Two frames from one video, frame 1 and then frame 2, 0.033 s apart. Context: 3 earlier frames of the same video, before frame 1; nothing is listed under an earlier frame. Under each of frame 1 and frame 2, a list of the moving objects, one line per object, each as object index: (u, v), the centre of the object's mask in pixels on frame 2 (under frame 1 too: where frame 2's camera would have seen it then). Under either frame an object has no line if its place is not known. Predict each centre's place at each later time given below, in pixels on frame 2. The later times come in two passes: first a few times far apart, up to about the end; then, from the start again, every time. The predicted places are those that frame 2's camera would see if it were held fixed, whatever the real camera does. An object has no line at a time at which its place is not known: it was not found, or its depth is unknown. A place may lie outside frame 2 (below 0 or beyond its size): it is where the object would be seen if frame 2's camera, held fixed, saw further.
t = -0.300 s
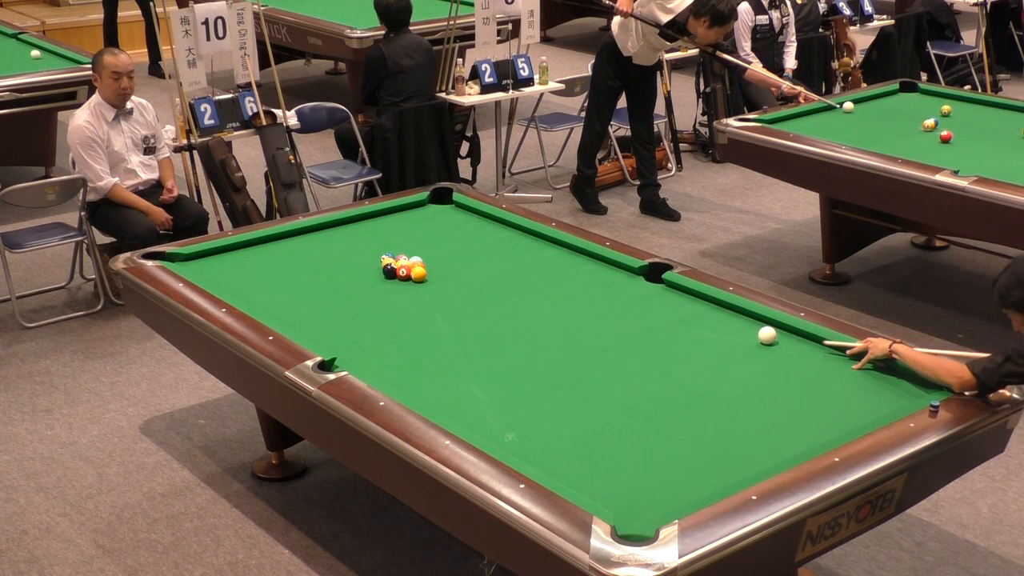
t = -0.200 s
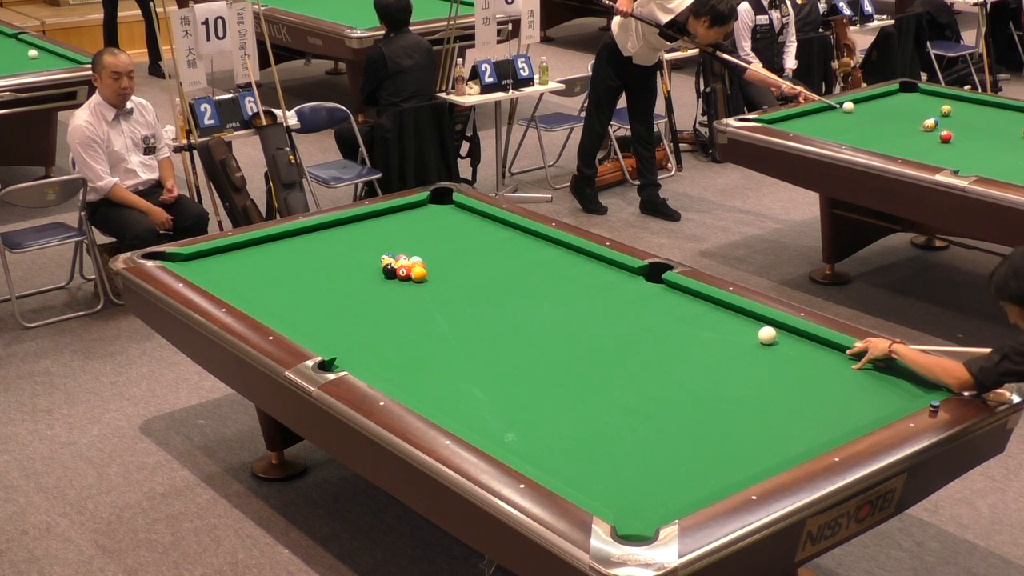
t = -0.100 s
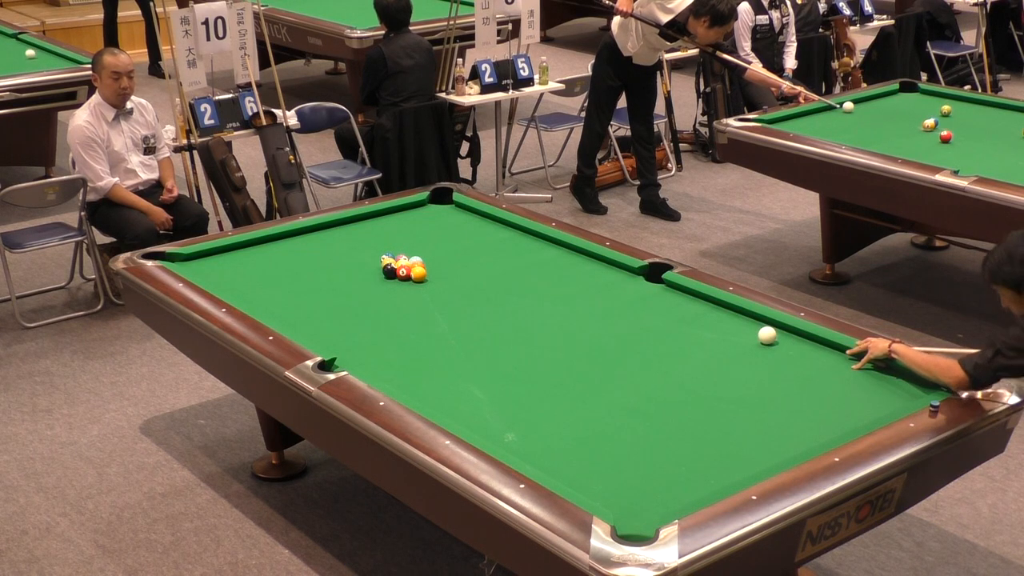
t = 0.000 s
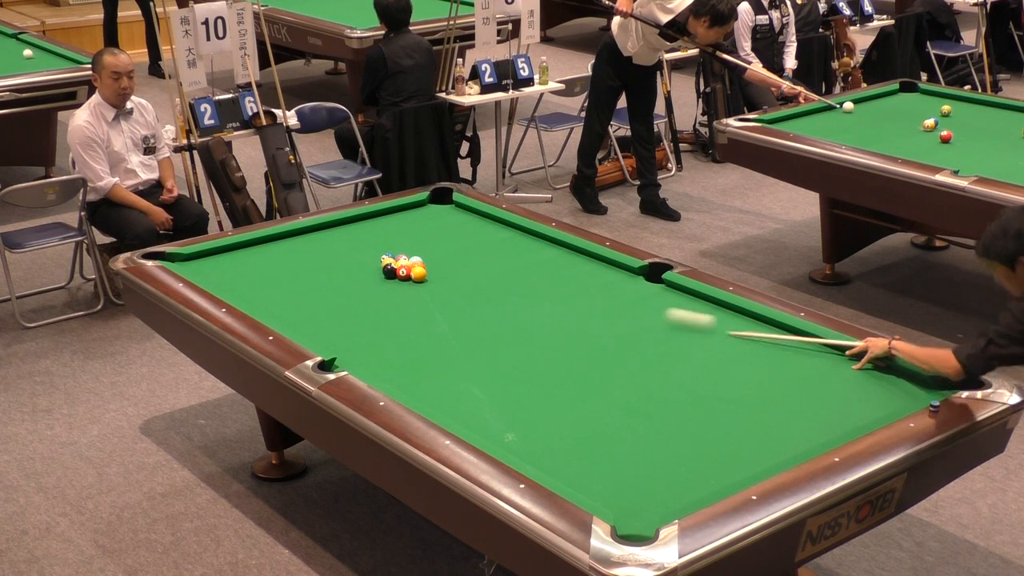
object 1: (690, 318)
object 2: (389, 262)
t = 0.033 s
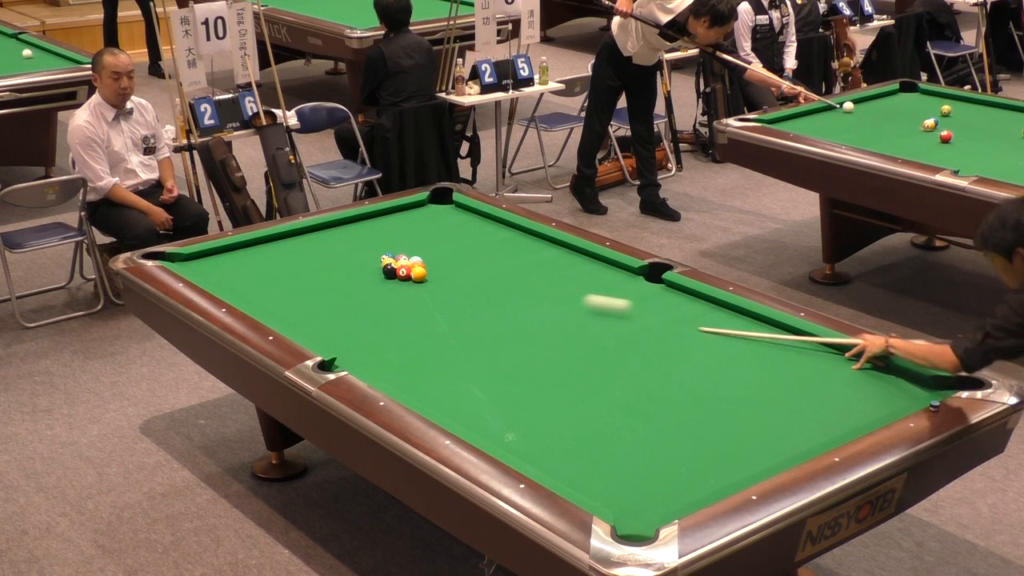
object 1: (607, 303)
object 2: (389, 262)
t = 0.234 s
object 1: (455, 265)
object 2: (372, 261)
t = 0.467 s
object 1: (487, 265)
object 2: (346, 254)
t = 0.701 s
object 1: (509, 258)
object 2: (322, 247)
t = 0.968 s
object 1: (531, 251)
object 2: (296, 240)
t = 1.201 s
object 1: (549, 245)
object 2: (282, 238)
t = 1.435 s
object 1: (553, 246)
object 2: (285, 242)
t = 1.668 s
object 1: (549, 249)
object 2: (290, 247)
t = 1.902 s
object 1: (545, 253)
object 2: (293, 251)
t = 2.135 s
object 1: (541, 255)
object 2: (297, 255)
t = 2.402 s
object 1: (537, 259)
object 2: (300, 260)
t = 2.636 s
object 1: (534, 261)
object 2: (303, 263)
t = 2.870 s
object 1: (532, 263)
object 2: (306, 266)
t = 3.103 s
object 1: (529, 265)
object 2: (308, 269)
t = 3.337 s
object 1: (528, 266)
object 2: (310, 271)
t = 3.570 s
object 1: (527, 267)
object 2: (312, 273)
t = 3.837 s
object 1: (526, 268)
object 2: (313, 275)
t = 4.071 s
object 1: (526, 268)
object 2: (314, 276)
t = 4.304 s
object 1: (526, 267)
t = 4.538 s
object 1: (526, 267)
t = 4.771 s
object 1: (526, 267)
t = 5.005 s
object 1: (526, 267)
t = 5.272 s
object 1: (526, 267)
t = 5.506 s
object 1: (526, 267)
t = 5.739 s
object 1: (526, 267)
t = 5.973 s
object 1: (526, 267)
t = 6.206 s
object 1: (526, 267)
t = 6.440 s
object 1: (526, 267)
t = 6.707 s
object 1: (526, 267)
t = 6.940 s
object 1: (526, 267)
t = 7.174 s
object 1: (526, 267)
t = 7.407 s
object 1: (526, 267)
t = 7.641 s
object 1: (526, 267)
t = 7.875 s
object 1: (526, 267)
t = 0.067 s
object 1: (529, 292)
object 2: (389, 262)
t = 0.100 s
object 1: (456, 278)
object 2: (389, 262)
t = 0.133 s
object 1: (435, 269)
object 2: (386, 264)
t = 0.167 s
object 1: (442, 265)
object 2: (381, 263)
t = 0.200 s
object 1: (448, 264)
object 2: (376, 262)
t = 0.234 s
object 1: (455, 265)
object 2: (372, 261)
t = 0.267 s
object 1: (462, 270)
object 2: (368, 260)
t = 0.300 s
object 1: (467, 268)
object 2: (364, 259)
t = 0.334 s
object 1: (472, 267)
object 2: (361, 258)
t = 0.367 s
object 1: (477, 268)
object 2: (357, 256)
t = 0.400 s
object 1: (481, 266)
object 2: (353, 255)
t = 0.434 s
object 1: (484, 266)
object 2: (350, 255)
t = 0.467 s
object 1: (487, 265)
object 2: (346, 254)
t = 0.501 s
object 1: (490, 264)
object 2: (343, 253)
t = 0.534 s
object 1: (493, 263)
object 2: (339, 252)
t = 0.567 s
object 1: (496, 262)
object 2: (335, 251)
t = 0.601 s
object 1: (500, 261)
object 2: (332, 250)
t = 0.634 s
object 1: (502, 260)
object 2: (329, 249)
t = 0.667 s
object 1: (505, 259)
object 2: (325, 248)
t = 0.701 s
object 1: (509, 258)
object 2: (322, 247)
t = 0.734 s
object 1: (511, 257)
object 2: (318, 246)
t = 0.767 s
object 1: (514, 256)
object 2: (315, 245)
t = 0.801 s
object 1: (517, 255)
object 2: (312, 244)
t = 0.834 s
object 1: (520, 255)
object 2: (309, 243)
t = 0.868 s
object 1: (523, 253)
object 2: (305, 242)
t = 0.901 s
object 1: (526, 253)
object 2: (302, 242)
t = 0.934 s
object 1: (528, 252)
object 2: (299, 241)
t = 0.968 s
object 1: (531, 251)
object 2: (296, 240)
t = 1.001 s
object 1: (534, 250)
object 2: (293, 239)
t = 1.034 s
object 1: (536, 249)
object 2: (289, 238)
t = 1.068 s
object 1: (539, 248)
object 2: (286, 238)
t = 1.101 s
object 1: (542, 248)
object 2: (284, 237)
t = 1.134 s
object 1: (544, 247)
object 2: (281, 236)
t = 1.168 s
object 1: (547, 246)
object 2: (281, 237)
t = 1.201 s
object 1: (549, 245)
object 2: (282, 238)
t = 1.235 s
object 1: (552, 245)
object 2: (282, 238)
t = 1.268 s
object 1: (554, 244)
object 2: (283, 239)
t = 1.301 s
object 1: (556, 243)
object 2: (283, 239)
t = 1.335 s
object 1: (555, 244)
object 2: (284, 240)
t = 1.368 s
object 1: (555, 245)
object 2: (285, 241)
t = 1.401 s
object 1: (554, 245)
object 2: (285, 242)
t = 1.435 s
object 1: (553, 246)
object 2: (285, 242)
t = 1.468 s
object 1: (553, 246)
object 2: (286, 243)
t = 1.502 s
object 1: (552, 247)
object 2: (287, 244)
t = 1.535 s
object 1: (552, 247)
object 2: (288, 244)
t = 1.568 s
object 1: (551, 248)
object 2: (288, 245)
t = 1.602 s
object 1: (550, 248)
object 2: (288, 245)
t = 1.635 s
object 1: (550, 249)
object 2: (289, 246)
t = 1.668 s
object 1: (549, 249)
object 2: (290, 247)
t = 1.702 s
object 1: (549, 250)
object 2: (290, 248)
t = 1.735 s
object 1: (548, 250)
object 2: (291, 248)
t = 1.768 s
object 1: (547, 251)
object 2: (291, 249)
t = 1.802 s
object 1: (547, 251)
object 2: (292, 249)
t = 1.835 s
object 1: (546, 252)
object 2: (292, 250)
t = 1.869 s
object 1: (546, 252)
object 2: (293, 251)
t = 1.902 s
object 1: (545, 253)
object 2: (293, 251)
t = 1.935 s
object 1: (545, 253)
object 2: (294, 252)
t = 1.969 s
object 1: (544, 253)
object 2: (294, 252)
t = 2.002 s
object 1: (543, 254)
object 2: (294, 253)
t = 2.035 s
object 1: (543, 254)
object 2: (295, 254)
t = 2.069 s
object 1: (542, 255)
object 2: (296, 254)
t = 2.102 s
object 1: (541, 255)
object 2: (296, 255)
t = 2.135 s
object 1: (541, 255)
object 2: (297, 255)
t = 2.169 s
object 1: (541, 256)
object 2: (297, 256)
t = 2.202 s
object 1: (540, 257)
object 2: (298, 257)
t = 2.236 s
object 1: (539, 257)
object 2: (298, 257)
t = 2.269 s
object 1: (539, 257)
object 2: (299, 258)
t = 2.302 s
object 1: (538, 258)
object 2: (299, 258)
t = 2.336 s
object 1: (538, 258)
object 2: (299, 259)
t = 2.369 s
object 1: (538, 258)
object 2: (300, 259)
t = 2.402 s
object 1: (537, 259)
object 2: (300, 260)
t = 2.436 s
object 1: (537, 259)
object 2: (300, 260)
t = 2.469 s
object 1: (536, 259)
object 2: (301, 261)
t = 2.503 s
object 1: (536, 260)
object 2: (301, 261)
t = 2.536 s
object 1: (535, 260)
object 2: (302, 262)
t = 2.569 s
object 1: (535, 260)
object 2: (302, 262)
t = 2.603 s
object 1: (535, 260)
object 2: (303, 263)
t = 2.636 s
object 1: (534, 261)
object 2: (303, 263)
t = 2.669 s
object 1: (534, 261)
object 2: (304, 263)
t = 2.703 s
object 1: (533, 262)
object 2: (304, 264)
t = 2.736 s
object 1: (533, 262)
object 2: (304, 264)
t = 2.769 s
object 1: (533, 262)
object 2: (305, 265)
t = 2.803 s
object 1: (532, 262)
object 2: (305, 265)
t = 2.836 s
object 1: (532, 263)
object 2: (305, 266)
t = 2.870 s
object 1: (532, 263)
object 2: (306, 266)
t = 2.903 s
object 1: (531, 263)
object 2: (306, 267)
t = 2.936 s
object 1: (531, 263)
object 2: (306, 267)
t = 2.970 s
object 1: (531, 264)
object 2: (307, 267)
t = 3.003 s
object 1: (530, 264)
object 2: (307, 268)
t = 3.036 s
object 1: (530, 264)
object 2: (307, 268)
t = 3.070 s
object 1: (530, 264)
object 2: (307, 268)
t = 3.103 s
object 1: (529, 265)
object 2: (308, 269)
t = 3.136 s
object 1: (529, 265)
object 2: (308, 269)
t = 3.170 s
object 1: (529, 265)
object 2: (308, 269)
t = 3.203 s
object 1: (529, 265)
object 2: (309, 270)
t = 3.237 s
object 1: (529, 265)
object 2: (309, 270)
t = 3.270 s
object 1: (528, 266)
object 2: (309, 270)
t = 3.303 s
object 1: (528, 266)
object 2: (309, 271)
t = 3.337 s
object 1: (528, 266)
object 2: (310, 271)
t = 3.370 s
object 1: (528, 266)
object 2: (310, 271)
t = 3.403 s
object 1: (528, 266)
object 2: (310, 272)
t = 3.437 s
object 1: (527, 266)
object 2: (311, 272)
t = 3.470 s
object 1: (527, 266)
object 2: (311, 272)
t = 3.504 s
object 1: (527, 267)
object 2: (311, 273)
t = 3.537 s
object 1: (527, 267)
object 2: (311, 273)
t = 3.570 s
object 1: (527, 267)
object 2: (312, 273)
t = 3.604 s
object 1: (527, 267)
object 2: (311, 273)
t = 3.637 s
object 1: (527, 267)
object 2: (312, 274)
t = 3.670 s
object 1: (527, 267)
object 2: (312, 274)
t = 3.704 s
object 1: (526, 267)
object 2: (312, 274)
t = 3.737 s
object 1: (526, 267)
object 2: (312, 274)
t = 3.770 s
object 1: (526, 267)
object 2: (313, 275)
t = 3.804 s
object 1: (526, 267)
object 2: (313, 275)
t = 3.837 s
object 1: (526, 268)
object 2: (313, 275)
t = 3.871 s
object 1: (526, 268)
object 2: (313, 275)
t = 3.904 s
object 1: (526, 268)
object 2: (313, 275)
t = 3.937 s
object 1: (526, 268)
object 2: (313, 276)
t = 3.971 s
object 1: (526, 268)
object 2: (313, 276)
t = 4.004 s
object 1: (526, 268)
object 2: (313, 276)
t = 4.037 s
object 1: (526, 268)
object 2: (314, 276)
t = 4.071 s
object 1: (526, 268)
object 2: (314, 276)
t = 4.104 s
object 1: (526, 268)
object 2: (314, 276)
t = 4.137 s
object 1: (526, 268)
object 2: (314, 277)
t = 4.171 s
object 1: (526, 268)
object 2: (314, 277)
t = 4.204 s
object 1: (526, 268)
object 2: (314, 277)
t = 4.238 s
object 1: (526, 268)
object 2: (315, 277)
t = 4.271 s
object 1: (526, 267)
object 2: (315, 277)
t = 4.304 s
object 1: (526, 267)
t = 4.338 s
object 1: (526, 267)
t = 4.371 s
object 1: (526, 267)
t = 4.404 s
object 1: (526, 267)
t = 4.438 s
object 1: (526, 267)
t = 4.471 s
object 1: (526, 267)
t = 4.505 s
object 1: (526, 267)
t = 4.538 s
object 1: (526, 267)
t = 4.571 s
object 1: (526, 267)
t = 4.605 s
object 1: (526, 267)
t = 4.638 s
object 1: (526, 267)
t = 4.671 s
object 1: (526, 267)
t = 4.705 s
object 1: (526, 267)
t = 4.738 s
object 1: (526, 267)
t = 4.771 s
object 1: (526, 267)
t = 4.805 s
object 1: (526, 267)
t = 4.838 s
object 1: (526, 267)
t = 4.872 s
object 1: (526, 267)
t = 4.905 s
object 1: (526, 267)
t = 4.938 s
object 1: (526, 267)
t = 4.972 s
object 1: (526, 267)
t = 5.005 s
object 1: (526, 267)
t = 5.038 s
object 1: (526, 267)
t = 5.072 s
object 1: (526, 267)
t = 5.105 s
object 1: (526, 267)
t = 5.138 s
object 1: (526, 267)
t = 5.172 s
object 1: (526, 267)
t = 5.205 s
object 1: (526, 267)
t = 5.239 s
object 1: (526, 267)
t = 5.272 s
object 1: (526, 267)
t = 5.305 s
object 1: (526, 267)
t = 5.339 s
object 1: (526, 267)
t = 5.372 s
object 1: (526, 267)
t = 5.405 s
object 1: (526, 267)
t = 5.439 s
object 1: (526, 267)
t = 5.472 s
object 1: (526, 267)
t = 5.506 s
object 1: (526, 267)
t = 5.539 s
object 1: (526, 267)
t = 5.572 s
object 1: (526, 267)
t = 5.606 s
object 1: (526, 267)
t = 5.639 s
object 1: (526, 267)
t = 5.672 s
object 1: (526, 267)
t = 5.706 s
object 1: (526, 267)
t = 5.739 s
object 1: (526, 267)
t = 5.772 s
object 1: (526, 267)
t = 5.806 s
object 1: (526, 267)
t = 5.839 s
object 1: (526, 267)
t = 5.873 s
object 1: (526, 267)
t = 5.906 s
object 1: (526, 267)
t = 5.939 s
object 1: (526, 267)
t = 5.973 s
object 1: (526, 267)
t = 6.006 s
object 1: (526, 267)
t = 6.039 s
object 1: (526, 267)
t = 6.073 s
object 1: (526, 267)
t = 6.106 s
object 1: (526, 267)
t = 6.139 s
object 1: (526, 267)
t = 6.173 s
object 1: (526, 267)
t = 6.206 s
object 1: (526, 267)
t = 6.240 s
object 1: (526, 267)
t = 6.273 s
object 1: (526, 267)
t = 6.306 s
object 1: (526, 267)
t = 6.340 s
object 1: (526, 267)
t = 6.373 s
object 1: (526, 267)
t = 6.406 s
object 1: (526, 267)
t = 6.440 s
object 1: (526, 267)
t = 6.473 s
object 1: (526, 267)
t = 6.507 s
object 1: (526, 267)
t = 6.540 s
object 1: (526, 267)
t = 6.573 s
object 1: (526, 267)
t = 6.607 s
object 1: (526, 267)
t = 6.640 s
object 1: (526, 267)
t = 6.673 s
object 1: (526, 267)
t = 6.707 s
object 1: (526, 267)
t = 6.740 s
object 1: (526, 267)
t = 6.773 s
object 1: (526, 267)
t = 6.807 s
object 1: (526, 267)
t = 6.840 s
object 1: (526, 267)
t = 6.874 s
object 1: (526, 267)
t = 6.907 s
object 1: (526, 267)
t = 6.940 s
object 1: (526, 267)
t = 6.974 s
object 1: (526, 267)
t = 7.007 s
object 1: (526, 267)
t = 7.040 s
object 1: (526, 267)
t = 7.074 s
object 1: (526, 267)
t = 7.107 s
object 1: (526, 267)
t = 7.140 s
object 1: (526, 267)
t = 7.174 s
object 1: (526, 267)
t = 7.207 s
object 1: (526, 267)
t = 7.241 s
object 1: (526, 267)
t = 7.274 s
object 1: (526, 267)
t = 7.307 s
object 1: (526, 267)
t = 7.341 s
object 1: (526, 267)
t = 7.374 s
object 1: (526, 267)
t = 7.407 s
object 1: (526, 267)
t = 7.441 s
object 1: (526, 267)
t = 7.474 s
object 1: (526, 267)
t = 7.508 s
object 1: (526, 267)
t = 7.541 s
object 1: (526, 267)
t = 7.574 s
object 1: (526, 267)
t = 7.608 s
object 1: (526, 267)
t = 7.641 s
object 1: (526, 267)
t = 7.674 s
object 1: (526, 267)
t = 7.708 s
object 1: (526, 267)
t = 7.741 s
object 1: (526, 267)
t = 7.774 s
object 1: (526, 267)
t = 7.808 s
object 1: (526, 267)
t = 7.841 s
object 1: (526, 267)
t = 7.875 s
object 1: (526, 267)
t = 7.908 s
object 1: (526, 267)
